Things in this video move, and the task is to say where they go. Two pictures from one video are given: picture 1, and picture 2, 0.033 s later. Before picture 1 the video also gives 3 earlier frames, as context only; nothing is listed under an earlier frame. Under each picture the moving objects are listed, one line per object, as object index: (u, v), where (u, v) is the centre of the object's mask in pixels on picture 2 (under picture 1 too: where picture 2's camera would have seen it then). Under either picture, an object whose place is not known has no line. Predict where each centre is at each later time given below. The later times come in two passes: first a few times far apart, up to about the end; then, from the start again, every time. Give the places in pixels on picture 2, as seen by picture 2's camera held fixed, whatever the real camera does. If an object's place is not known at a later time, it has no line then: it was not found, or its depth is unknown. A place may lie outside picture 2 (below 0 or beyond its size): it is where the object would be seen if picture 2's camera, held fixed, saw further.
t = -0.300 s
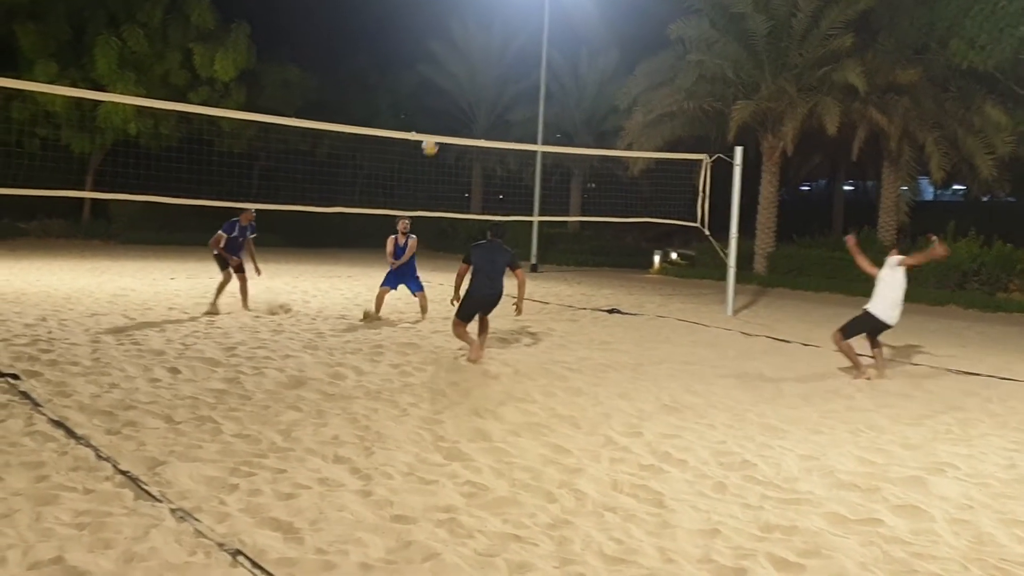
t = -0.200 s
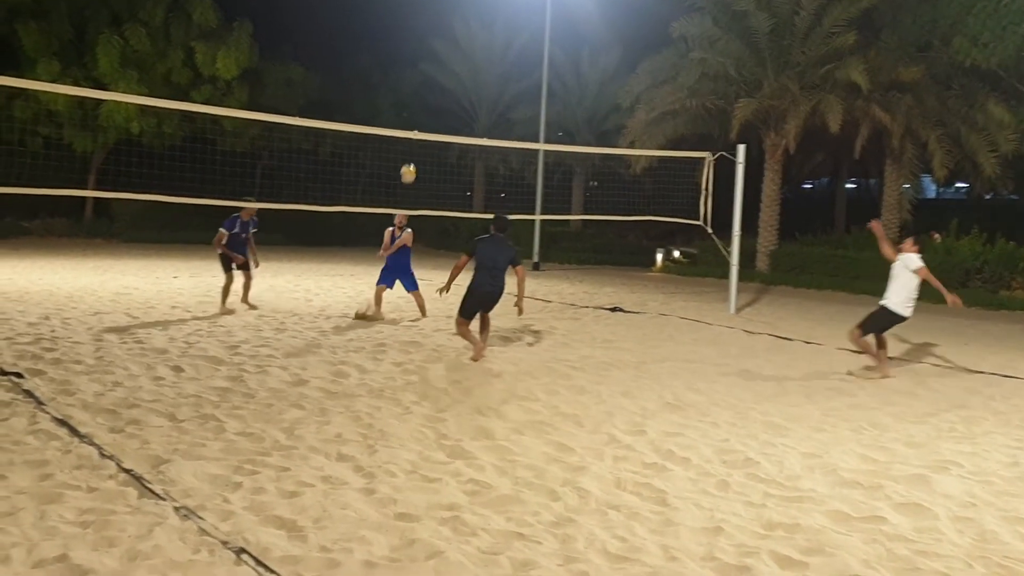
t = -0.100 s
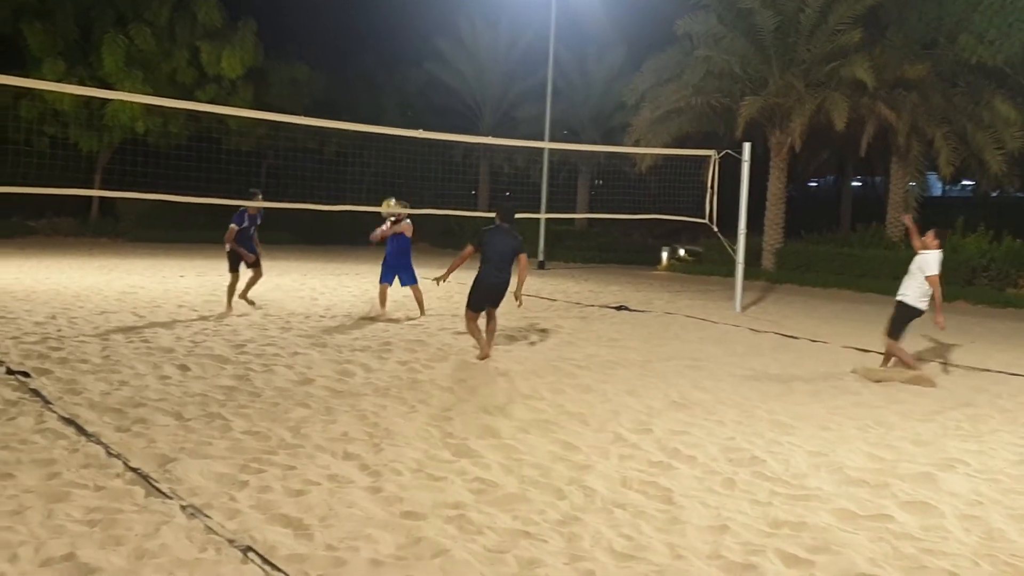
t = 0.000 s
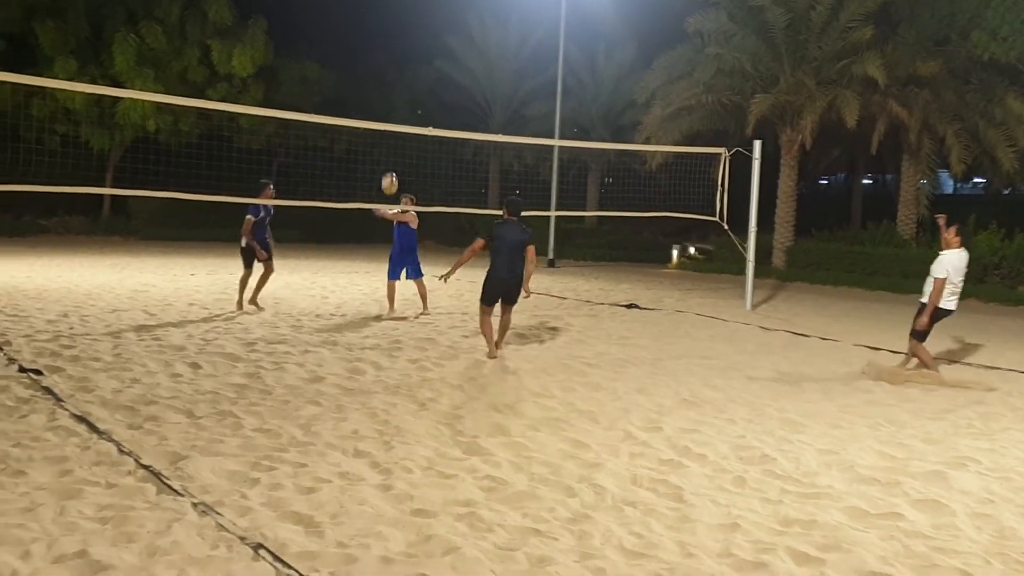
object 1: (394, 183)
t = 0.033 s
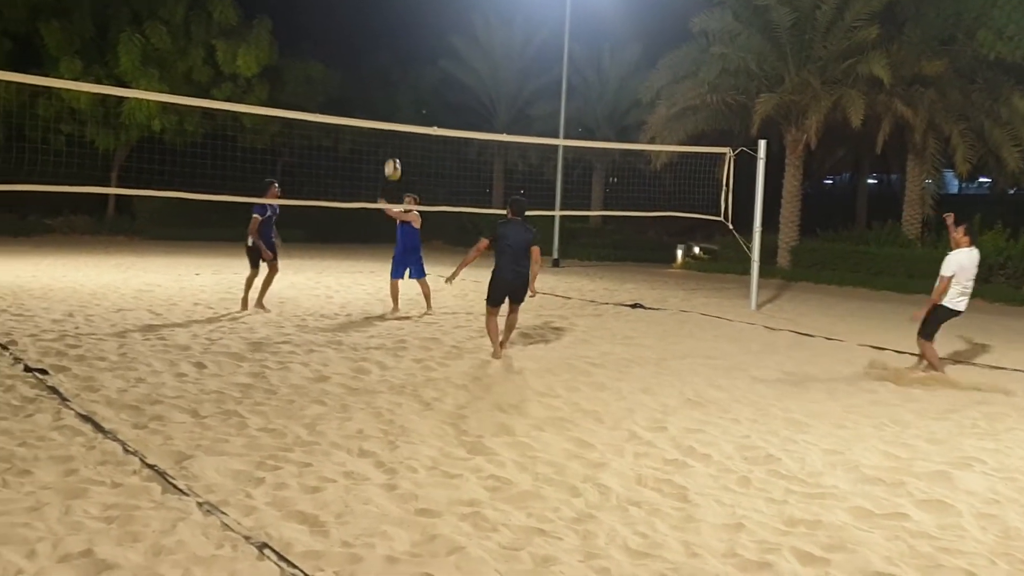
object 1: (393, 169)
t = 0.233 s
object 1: (386, 95)
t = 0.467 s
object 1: (377, 44)
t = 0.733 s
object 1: (363, 39)
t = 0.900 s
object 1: (353, 70)
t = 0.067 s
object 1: (392, 156)
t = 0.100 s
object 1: (390, 142)
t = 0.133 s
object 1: (389, 131)
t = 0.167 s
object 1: (388, 115)
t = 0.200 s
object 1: (387, 106)
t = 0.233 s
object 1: (386, 95)
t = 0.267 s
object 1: (385, 86)
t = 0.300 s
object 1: (383, 76)
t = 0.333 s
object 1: (382, 68)
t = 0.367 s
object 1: (381, 61)
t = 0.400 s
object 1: (380, 55)
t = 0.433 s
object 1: (379, 49)
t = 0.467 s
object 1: (377, 44)
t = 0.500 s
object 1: (376, 40)
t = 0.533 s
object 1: (375, 37)
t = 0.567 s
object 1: (373, 35)
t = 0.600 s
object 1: (371, 34)
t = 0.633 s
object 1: (369, 34)
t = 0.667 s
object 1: (367, 34)
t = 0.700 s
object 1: (365, 36)
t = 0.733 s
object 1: (363, 39)
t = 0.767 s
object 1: (361, 44)
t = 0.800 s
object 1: (359, 49)
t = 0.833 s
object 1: (357, 55)
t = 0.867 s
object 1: (356, 62)
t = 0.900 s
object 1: (353, 70)
